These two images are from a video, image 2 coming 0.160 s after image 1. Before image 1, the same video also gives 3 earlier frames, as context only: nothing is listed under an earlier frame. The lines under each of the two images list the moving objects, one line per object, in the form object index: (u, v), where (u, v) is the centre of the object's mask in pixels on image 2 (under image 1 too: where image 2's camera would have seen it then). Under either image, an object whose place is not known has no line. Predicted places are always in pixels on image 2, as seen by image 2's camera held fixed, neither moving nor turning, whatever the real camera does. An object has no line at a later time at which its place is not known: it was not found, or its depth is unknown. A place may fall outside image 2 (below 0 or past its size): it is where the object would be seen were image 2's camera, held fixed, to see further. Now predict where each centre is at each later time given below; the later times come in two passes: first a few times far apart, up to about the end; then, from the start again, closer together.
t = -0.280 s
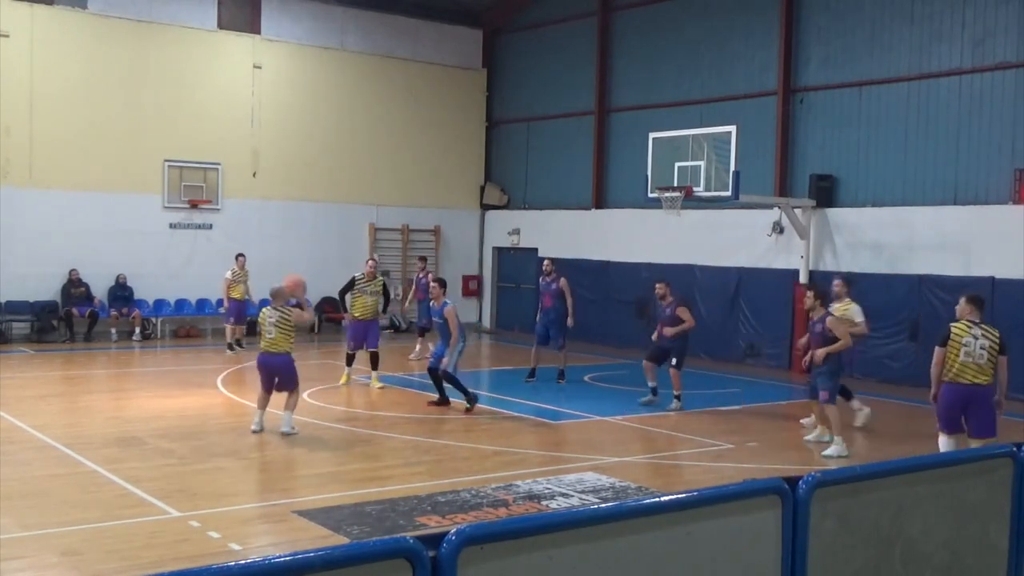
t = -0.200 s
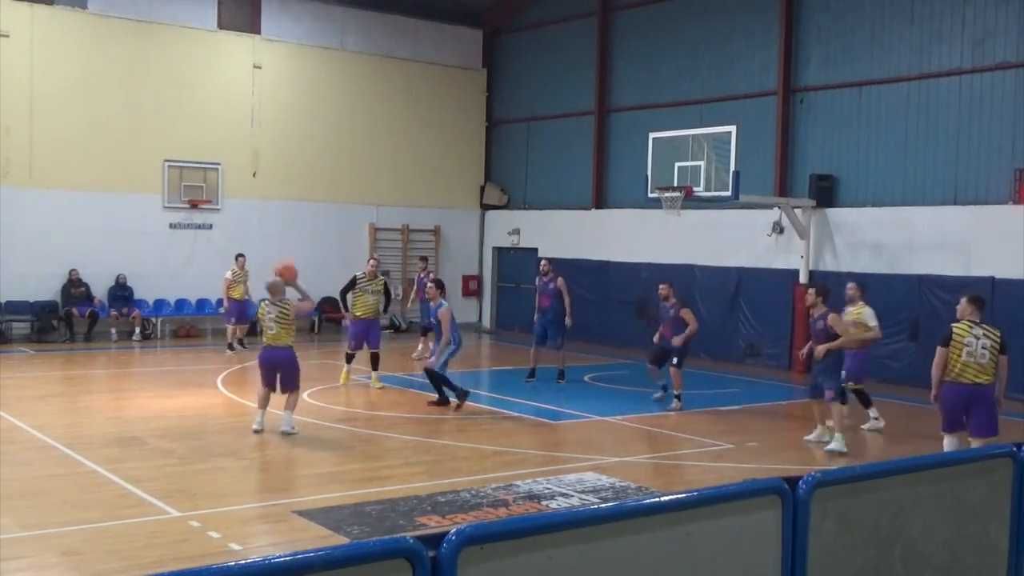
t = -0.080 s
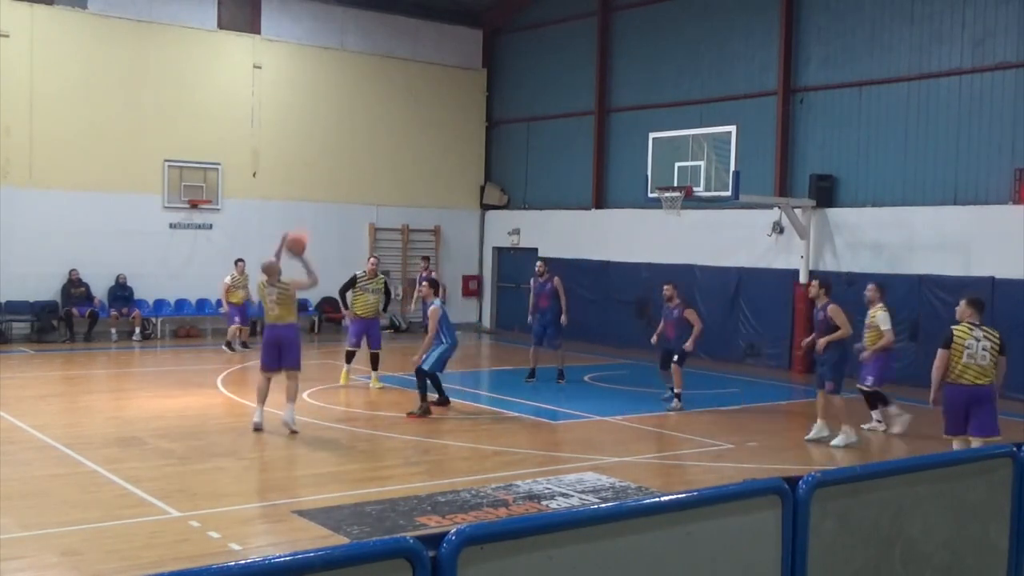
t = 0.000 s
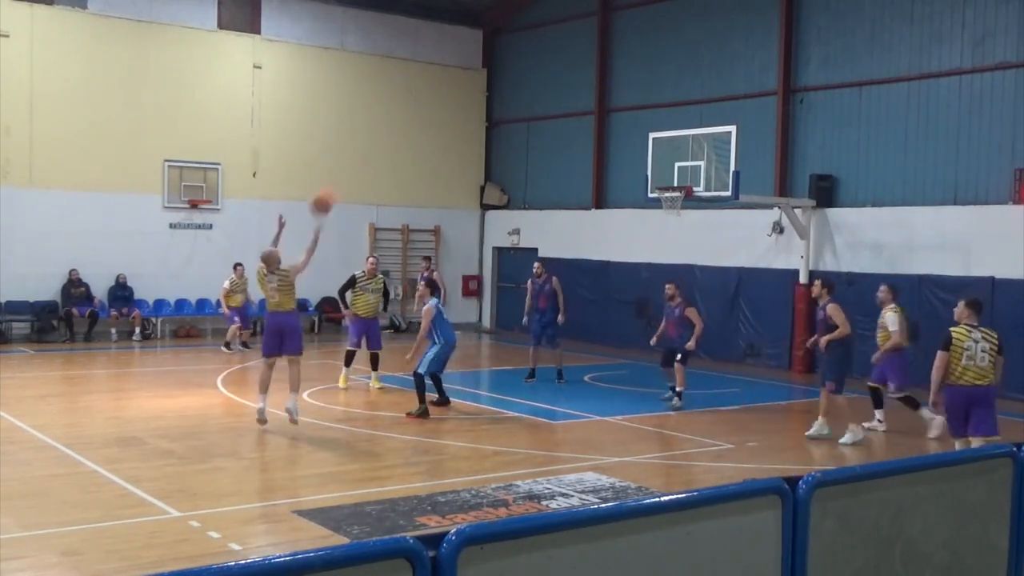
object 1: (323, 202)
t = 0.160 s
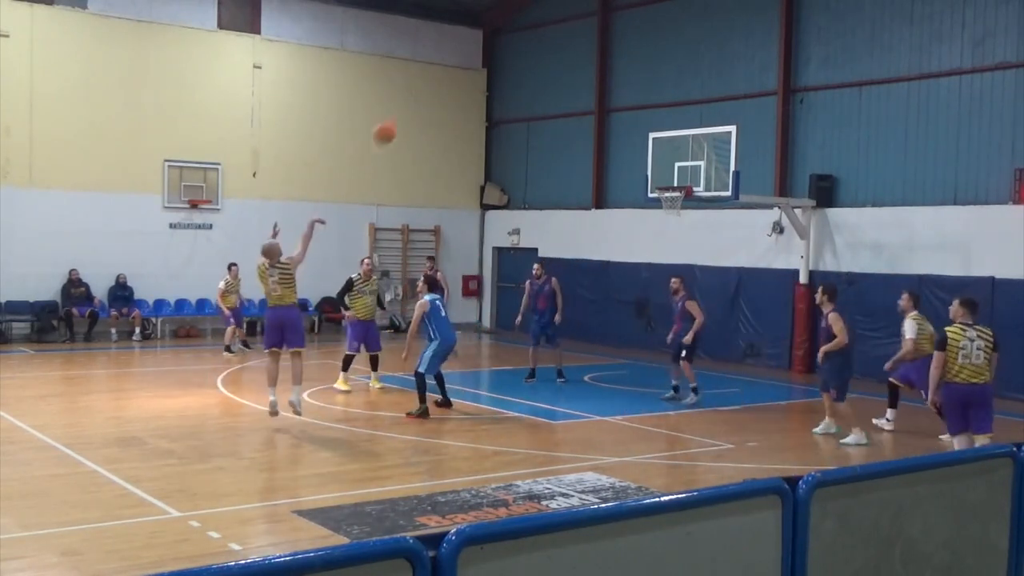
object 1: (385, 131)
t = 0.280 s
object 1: (428, 96)
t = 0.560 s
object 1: (513, 68)
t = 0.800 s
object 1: (574, 89)
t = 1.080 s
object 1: (634, 157)
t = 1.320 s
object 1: (598, 210)
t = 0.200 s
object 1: (399, 119)
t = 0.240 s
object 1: (414, 107)
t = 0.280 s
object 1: (428, 96)
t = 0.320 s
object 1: (441, 88)
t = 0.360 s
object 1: (453, 82)
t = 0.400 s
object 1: (466, 76)
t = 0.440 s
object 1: (478, 72)
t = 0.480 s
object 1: (491, 70)
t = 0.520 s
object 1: (501, 68)
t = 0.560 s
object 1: (513, 68)
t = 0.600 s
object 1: (524, 68)
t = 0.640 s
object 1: (534, 71)
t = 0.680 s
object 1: (545, 74)
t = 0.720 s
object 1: (555, 78)
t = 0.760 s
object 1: (564, 83)
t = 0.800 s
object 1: (574, 89)
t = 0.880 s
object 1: (592, 103)
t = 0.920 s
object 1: (600, 113)
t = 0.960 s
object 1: (608, 123)
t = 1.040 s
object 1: (626, 144)
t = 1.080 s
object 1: (634, 157)
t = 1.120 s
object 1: (640, 169)
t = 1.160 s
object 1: (647, 183)
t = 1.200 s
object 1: (638, 190)
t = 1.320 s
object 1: (598, 210)
